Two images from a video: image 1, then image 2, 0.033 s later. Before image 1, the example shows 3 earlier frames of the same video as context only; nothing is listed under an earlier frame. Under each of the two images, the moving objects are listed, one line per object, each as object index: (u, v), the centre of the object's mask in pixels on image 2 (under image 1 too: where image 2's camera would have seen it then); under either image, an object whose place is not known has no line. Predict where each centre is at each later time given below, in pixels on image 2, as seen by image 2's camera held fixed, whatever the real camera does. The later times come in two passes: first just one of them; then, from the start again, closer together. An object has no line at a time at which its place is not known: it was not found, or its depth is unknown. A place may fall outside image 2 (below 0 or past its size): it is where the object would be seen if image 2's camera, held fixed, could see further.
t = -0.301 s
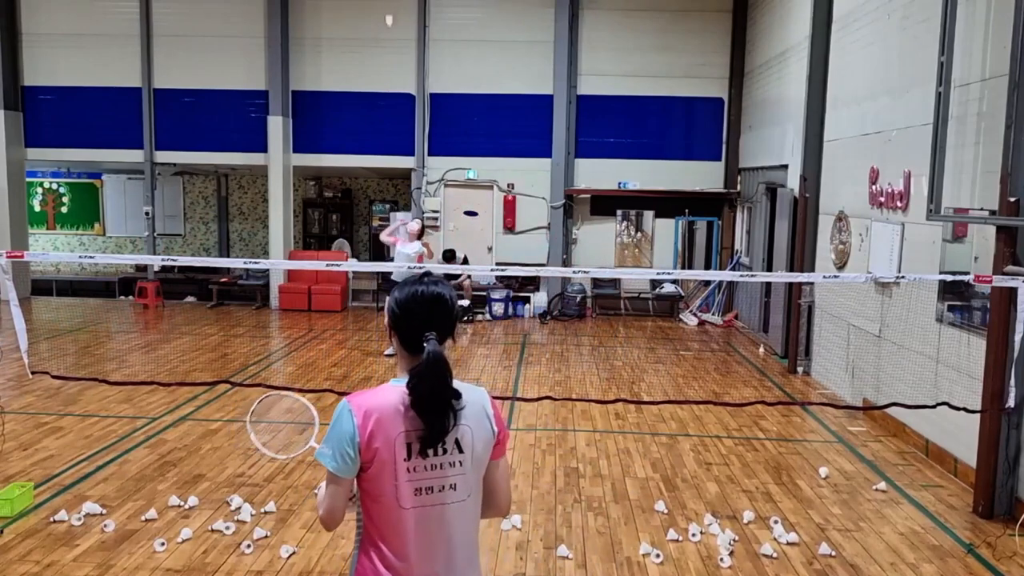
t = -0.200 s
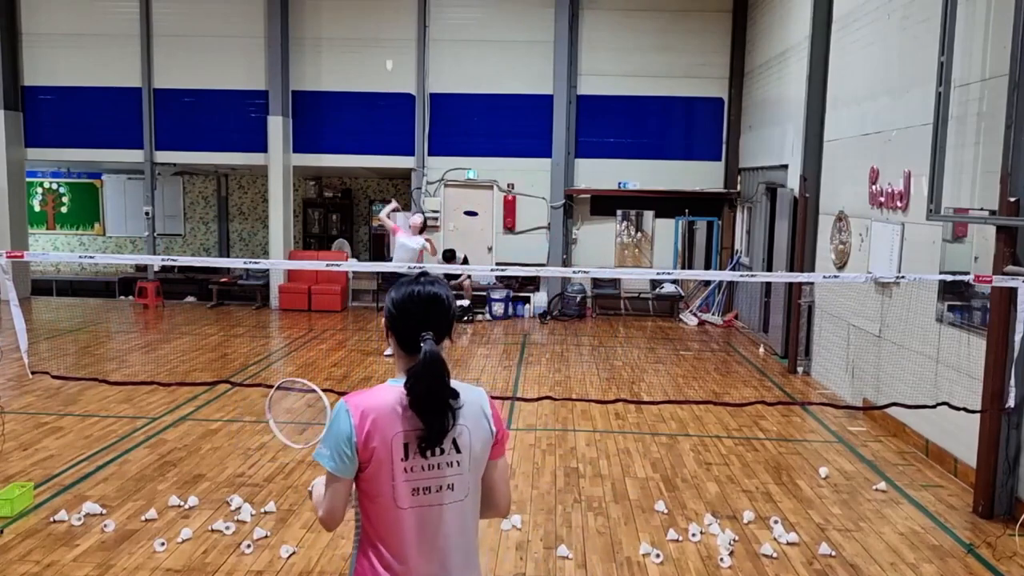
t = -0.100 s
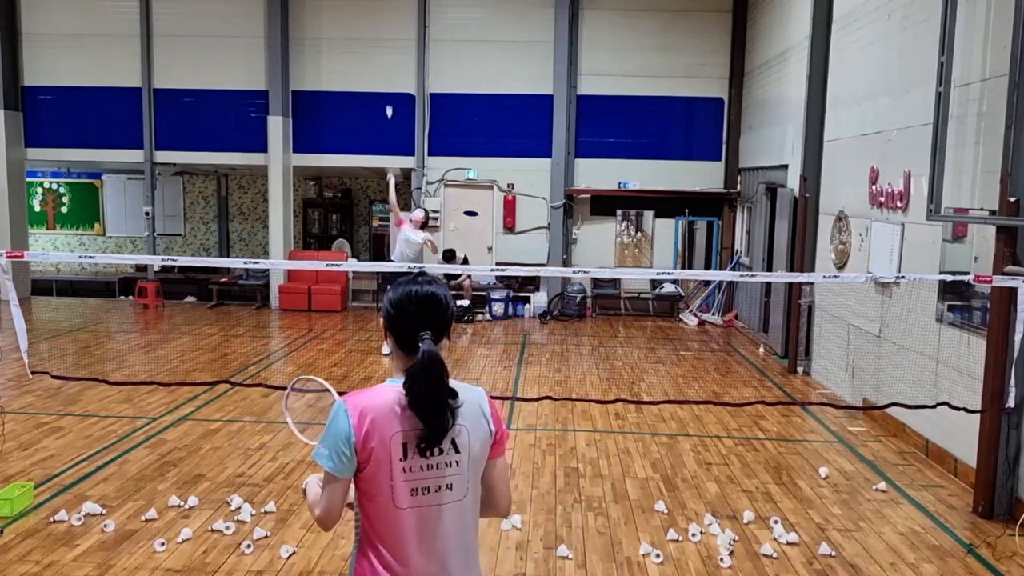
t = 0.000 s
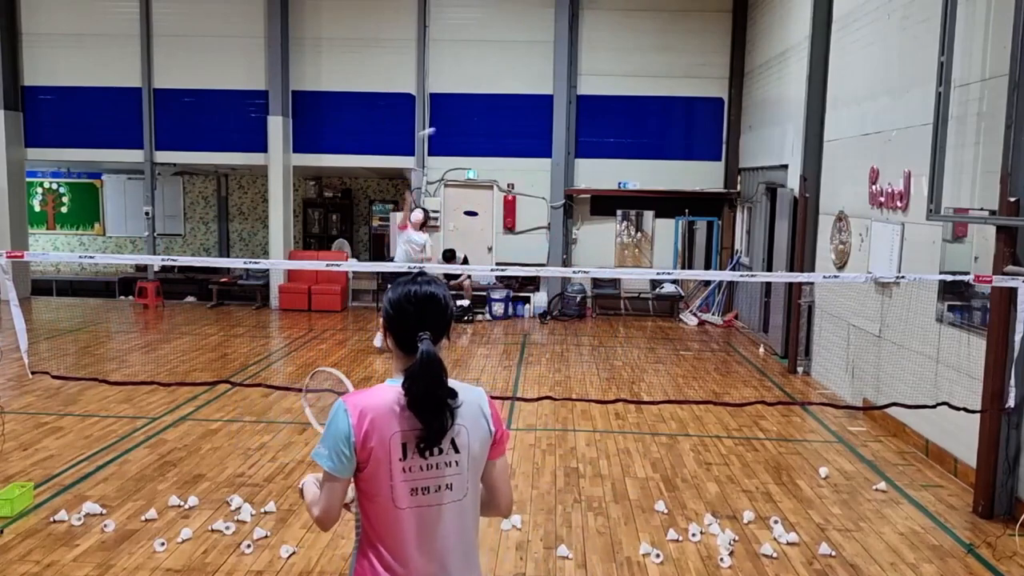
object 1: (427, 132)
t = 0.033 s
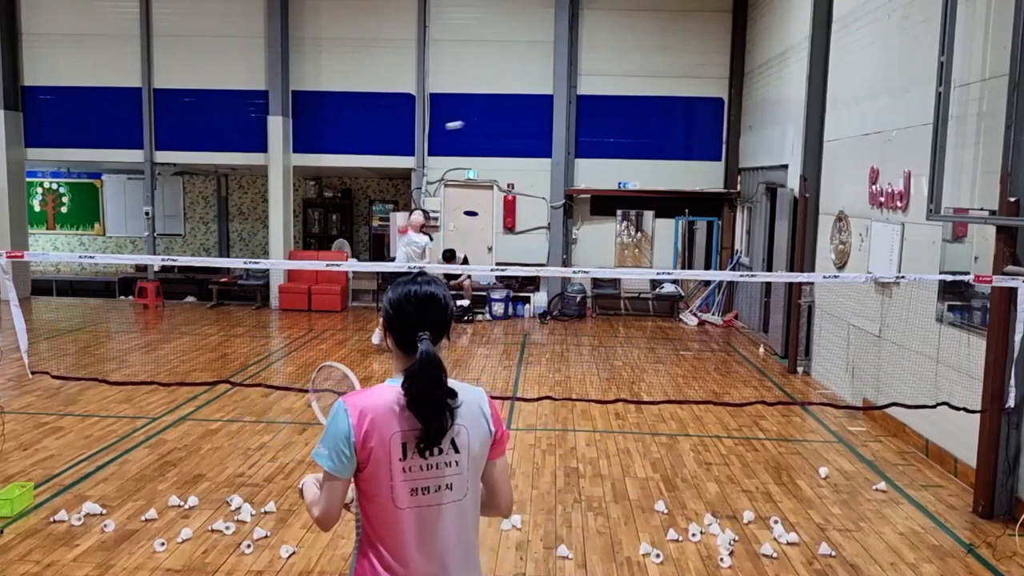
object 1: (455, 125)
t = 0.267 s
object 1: (666, 113)
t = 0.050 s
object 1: (468, 123)
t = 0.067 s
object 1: (483, 120)
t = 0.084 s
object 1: (497, 118)
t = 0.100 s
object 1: (512, 116)
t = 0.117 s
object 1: (527, 114)
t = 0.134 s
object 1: (542, 112)
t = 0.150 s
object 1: (556, 111)
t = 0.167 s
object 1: (572, 110)
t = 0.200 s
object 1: (602, 109)
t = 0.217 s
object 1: (618, 109)
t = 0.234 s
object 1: (634, 110)
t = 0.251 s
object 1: (650, 112)
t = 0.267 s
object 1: (666, 113)
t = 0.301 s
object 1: (700, 118)
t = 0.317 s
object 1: (717, 121)
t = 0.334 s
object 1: (734, 125)
